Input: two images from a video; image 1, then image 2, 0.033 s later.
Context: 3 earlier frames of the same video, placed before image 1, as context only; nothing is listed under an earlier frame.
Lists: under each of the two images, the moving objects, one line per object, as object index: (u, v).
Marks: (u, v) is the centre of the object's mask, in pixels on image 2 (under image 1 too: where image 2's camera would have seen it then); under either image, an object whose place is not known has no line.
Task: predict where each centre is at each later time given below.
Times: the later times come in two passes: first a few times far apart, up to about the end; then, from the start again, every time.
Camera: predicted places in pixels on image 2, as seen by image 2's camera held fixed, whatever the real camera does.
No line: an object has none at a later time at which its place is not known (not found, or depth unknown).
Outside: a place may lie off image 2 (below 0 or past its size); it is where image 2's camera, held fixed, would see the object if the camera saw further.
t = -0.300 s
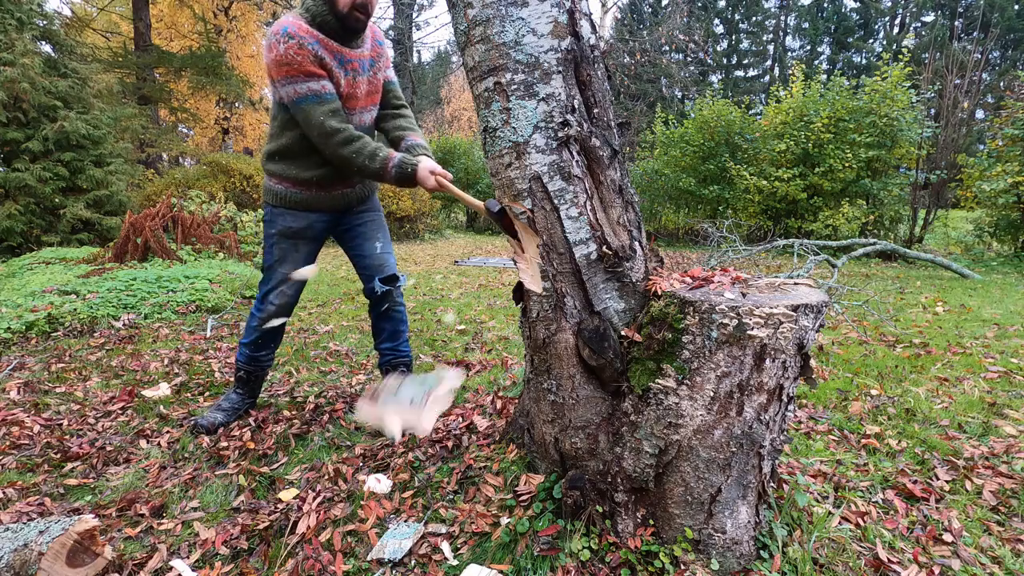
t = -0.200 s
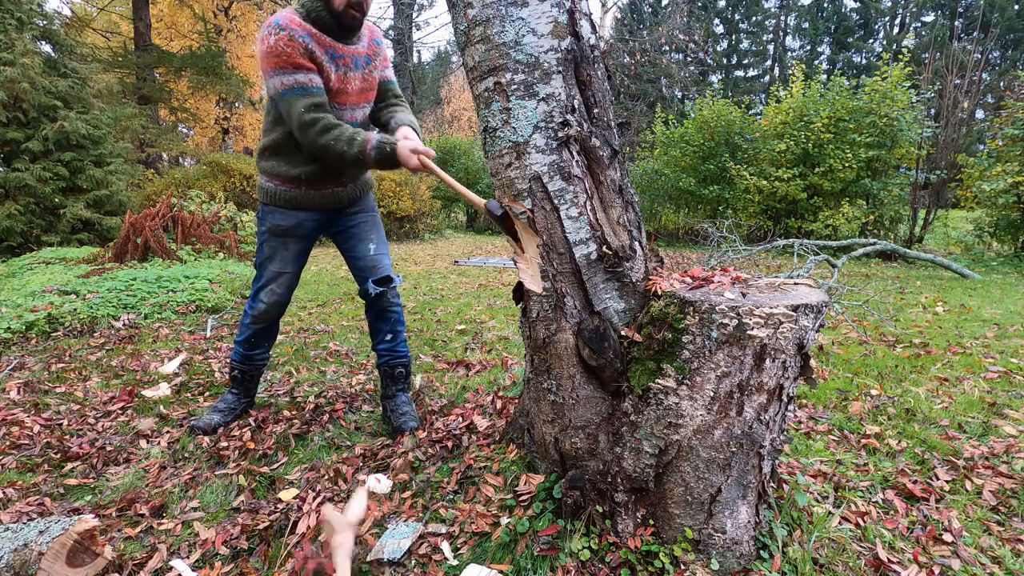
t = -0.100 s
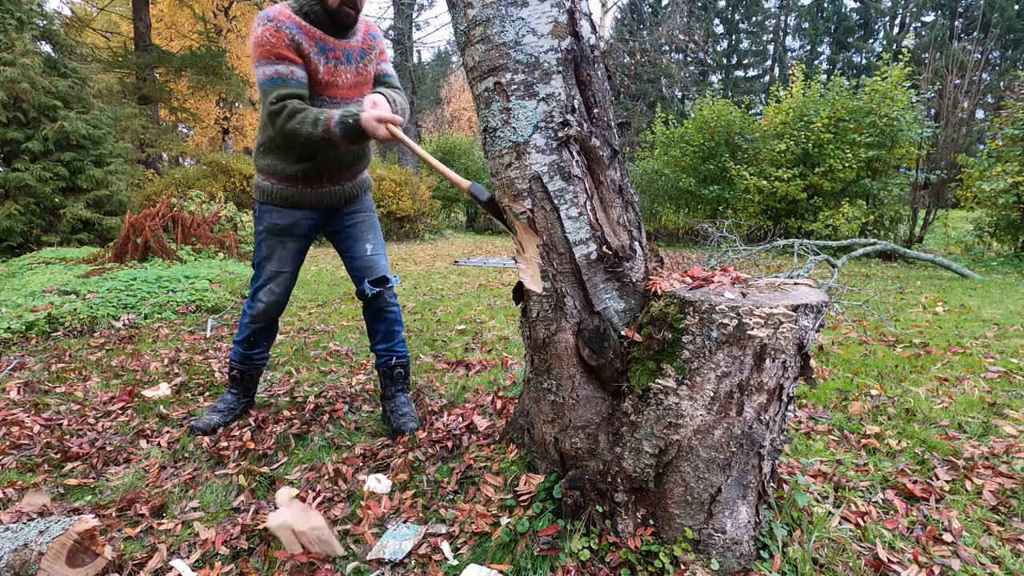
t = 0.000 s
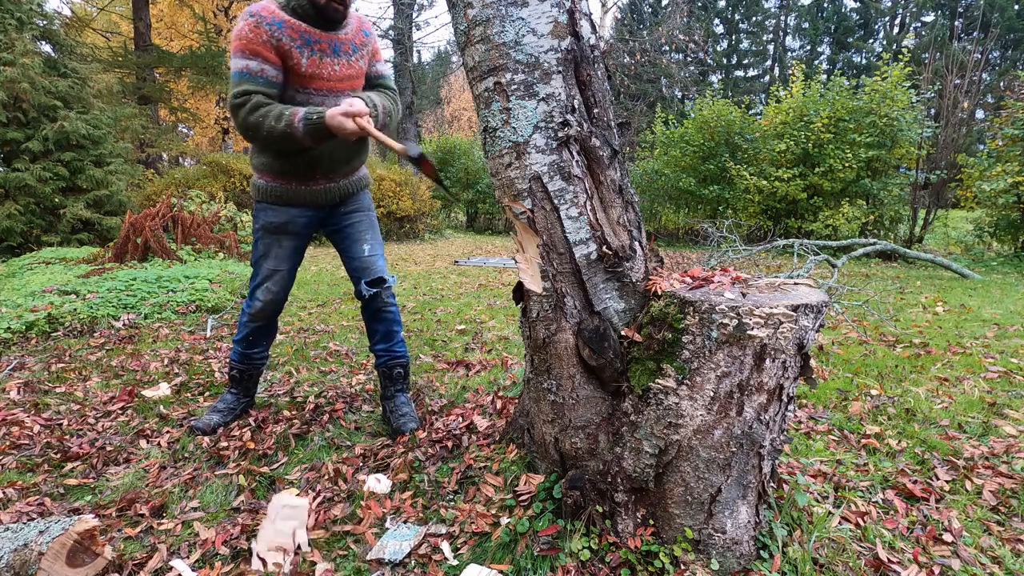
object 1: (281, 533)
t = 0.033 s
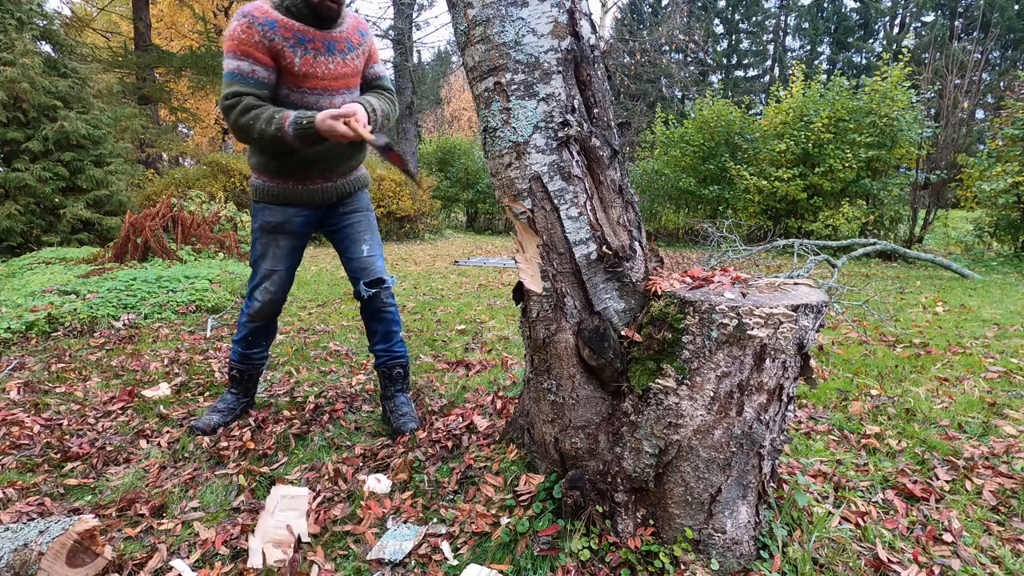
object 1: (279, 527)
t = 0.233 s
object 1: (295, 523)
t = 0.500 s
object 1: (295, 523)
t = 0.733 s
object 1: (295, 523)
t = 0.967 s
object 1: (295, 523)
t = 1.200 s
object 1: (296, 523)
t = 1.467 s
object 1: (295, 523)
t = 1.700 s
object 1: (295, 523)
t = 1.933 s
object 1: (295, 523)
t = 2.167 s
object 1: (295, 523)
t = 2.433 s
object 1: (295, 523)
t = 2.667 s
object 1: (295, 523)
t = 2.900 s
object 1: (295, 523)
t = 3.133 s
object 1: (295, 523)
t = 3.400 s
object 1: (295, 523)
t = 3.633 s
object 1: (295, 523)
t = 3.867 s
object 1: (295, 523)
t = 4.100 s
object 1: (295, 523)
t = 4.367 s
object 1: (295, 523)
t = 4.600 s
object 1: (295, 523)
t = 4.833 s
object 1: (296, 523)
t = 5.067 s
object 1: (296, 523)
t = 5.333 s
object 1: (296, 523)
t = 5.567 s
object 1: (296, 523)
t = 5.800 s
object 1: (296, 523)
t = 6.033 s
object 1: (296, 523)
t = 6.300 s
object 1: (296, 523)
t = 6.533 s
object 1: (296, 523)
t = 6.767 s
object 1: (296, 523)
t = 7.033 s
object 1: (296, 523)
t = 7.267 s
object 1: (296, 523)
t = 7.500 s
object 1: (296, 523)
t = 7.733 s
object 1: (295, 523)
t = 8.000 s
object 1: (296, 523)
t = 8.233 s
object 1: (296, 523)
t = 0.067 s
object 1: (278, 524)
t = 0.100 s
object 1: (279, 523)
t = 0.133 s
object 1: (281, 522)
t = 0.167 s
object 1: (286, 522)
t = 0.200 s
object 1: (290, 522)
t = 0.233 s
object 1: (295, 523)
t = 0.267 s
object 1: (296, 522)
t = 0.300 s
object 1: (296, 522)
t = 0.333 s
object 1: (295, 522)
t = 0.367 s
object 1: (295, 523)
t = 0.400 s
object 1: (295, 522)
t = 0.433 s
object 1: (295, 523)
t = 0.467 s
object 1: (295, 523)
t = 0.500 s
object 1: (295, 523)
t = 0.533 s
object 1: (295, 523)
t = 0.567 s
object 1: (295, 523)
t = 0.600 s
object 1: (295, 523)
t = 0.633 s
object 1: (295, 523)
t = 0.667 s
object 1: (295, 523)
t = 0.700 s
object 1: (295, 523)
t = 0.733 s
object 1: (295, 523)
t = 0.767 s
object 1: (295, 523)
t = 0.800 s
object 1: (295, 523)
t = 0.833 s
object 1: (295, 523)
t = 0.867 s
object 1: (295, 523)
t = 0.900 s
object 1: (295, 523)
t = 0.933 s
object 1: (295, 523)
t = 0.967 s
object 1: (295, 523)
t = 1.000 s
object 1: (295, 523)
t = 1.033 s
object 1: (295, 523)
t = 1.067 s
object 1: (296, 523)
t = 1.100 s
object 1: (296, 523)
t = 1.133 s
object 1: (295, 523)
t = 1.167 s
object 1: (295, 523)
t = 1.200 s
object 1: (296, 523)
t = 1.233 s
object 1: (295, 523)
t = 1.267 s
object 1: (296, 523)
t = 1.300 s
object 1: (295, 523)
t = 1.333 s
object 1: (295, 523)
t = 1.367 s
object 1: (295, 523)
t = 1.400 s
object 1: (295, 523)
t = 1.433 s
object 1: (295, 523)
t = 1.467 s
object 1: (295, 523)
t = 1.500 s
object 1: (295, 523)
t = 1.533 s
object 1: (295, 523)
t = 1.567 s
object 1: (295, 523)
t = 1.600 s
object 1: (295, 523)
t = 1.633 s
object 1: (295, 523)
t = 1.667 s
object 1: (295, 523)
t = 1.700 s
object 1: (295, 523)
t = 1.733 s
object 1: (295, 523)
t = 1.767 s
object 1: (295, 523)
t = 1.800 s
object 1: (295, 523)
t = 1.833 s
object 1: (295, 523)
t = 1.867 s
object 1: (295, 523)
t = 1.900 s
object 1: (295, 523)
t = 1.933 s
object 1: (295, 523)
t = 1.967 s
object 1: (295, 523)
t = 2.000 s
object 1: (295, 523)
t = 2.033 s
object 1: (295, 523)
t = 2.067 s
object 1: (295, 523)
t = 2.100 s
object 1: (295, 523)
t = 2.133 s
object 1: (295, 523)
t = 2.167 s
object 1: (295, 523)
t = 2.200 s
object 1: (295, 523)
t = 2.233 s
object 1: (295, 523)
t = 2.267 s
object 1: (295, 523)
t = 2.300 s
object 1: (295, 523)
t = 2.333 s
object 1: (295, 523)
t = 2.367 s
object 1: (295, 523)
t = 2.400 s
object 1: (295, 523)
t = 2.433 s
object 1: (295, 523)
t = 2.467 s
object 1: (295, 523)
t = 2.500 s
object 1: (295, 523)
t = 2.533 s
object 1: (295, 523)
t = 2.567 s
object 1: (295, 523)
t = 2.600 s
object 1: (295, 523)
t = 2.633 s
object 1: (295, 523)
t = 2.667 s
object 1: (295, 523)
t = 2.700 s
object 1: (295, 523)
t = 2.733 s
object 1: (295, 523)
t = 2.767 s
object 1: (295, 523)
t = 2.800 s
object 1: (295, 523)
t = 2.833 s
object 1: (295, 523)
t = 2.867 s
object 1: (295, 523)
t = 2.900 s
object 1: (295, 523)
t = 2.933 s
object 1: (295, 523)
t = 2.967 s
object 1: (295, 523)
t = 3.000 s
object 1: (295, 523)
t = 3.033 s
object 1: (295, 523)
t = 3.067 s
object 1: (295, 523)
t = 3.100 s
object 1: (295, 523)
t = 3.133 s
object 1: (295, 523)
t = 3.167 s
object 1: (295, 523)
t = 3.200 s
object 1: (295, 523)
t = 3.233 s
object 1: (295, 523)
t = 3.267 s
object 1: (295, 523)
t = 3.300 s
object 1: (295, 523)
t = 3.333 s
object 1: (295, 523)
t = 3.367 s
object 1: (295, 523)
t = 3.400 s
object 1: (295, 523)
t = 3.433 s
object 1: (295, 523)
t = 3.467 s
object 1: (295, 523)
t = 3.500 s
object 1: (295, 523)
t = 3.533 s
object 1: (295, 523)
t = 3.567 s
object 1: (295, 523)
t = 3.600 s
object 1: (295, 523)
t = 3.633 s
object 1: (295, 523)
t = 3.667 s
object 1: (295, 523)
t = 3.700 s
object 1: (295, 523)
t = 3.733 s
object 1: (295, 523)
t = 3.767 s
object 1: (295, 523)
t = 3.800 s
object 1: (295, 523)
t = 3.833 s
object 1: (295, 523)
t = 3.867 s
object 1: (295, 523)
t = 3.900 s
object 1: (295, 523)
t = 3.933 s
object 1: (295, 523)
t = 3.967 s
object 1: (295, 523)
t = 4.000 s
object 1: (295, 523)
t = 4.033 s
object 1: (295, 523)
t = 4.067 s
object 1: (295, 523)
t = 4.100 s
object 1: (295, 523)
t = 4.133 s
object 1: (295, 523)
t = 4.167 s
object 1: (295, 523)
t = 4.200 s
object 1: (295, 523)
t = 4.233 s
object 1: (296, 523)
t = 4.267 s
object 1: (296, 523)
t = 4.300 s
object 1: (295, 523)
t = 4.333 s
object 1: (295, 523)
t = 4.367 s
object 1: (295, 523)
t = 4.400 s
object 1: (295, 523)
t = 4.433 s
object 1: (295, 523)
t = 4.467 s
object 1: (295, 523)
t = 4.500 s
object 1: (295, 523)
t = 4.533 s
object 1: (295, 523)
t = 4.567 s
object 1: (295, 523)
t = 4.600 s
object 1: (295, 523)
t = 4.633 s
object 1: (295, 523)
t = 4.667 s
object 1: (295, 523)
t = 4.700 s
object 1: (296, 523)
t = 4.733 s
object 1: (296, 523)
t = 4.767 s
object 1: (296, 523)
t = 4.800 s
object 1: (296, 523)
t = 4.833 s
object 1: (296, 523)
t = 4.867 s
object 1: (296, 523)
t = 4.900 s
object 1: (296, 523)
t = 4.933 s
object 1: (296, 523)
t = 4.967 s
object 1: (296, 523)
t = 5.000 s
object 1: (296, 523)
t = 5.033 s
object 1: (296, 523)
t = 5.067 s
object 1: (296, 523)
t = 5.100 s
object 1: (296, 523)
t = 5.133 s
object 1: (296, 523)
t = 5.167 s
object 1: (296, 523)
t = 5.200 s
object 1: (296, 523)
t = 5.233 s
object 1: (296, 523)
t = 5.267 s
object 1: (296, 523)
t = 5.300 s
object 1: (296, 523)
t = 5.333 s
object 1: (296, 523)
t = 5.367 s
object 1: (296, 523)
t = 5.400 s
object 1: (296, 523)
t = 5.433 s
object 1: (296, 523)
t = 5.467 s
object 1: (296, 523)
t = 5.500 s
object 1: (296, 523)
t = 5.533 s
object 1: (296, 523)
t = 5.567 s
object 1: (296, 523)
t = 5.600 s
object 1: (296, 523)
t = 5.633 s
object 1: (296, 523)
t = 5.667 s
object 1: (296, 523)
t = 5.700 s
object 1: (296, 523)
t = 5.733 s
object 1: (296, 523)
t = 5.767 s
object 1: (296, 523)
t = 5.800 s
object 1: (296, 523)
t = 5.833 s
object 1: (296, 523)
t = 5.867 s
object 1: (296, 523)
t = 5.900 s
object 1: (296, 523)
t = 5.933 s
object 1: (296, 523)
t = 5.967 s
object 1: (296, 523)
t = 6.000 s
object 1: (296, 523)
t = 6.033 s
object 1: (296, 523)
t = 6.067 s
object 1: (296, 523)
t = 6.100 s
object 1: (296, 523)
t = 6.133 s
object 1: (296, 523)
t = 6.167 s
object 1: (296, 523)
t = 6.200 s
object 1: (296, 523)
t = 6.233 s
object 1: (296, 523)
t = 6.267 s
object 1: (296, 523)
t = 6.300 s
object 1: (296, 523)
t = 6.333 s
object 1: (296, 523)
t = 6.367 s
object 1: (296, 523)
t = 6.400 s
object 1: (296, 523)
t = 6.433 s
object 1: (296, 523)
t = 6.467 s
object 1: (296, 523)
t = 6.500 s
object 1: (296, 523)
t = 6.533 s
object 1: (296, 523)
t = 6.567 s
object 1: (296, 523)
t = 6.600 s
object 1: (296, 523)
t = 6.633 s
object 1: (296, 523)
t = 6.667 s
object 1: (296, 523)
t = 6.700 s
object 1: (296, 523)
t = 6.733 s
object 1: (296, 523)
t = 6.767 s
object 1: (296, 523)
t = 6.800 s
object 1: (296, 523)
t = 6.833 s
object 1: (296, 523)
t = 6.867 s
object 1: (296, 523)
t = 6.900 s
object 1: (296, 523)
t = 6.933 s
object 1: (296, 523)
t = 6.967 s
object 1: (296, 523)
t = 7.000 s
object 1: (296, 523)
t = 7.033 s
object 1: (296, 523)
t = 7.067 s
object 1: (296, 523)
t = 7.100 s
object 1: (296, 523)
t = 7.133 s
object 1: (296, 523)
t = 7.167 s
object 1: (296, 523)
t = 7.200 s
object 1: (296, 523)
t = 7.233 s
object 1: (296, 523)
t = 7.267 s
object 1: (296, 523)
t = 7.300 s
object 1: (296, 523)
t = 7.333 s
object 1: (296, 523)
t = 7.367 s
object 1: (296, 523)
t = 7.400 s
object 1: (296, 523)
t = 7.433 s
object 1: (296, 523)
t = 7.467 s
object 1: (296, 523)
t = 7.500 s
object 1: (296, 523)
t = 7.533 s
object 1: (296, 523)
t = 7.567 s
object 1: (296, 523)
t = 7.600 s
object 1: (296, 523)
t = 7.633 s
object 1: (296, 523)
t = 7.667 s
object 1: (296, 523)
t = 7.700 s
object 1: (296, 523)
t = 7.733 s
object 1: (295, 523)
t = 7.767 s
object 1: (296, 523)
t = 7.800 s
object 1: (295, 523)
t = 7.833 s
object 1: (296, 523)
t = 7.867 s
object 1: (296, 523)
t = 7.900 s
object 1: (296, 523)
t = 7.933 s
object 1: (296, 523)
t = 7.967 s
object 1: (296, 523)
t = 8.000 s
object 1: (296, 523)
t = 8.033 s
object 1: (296, 523)
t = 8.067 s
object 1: (296, 523)
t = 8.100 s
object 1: (296, 523)
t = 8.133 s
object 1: (296, 523)
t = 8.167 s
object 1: (296, 523)
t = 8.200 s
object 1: (296, 523)
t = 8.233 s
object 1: (296, 523)
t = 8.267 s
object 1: (296, 523)
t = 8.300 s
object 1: (296, 523)
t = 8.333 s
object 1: (296, 523)
